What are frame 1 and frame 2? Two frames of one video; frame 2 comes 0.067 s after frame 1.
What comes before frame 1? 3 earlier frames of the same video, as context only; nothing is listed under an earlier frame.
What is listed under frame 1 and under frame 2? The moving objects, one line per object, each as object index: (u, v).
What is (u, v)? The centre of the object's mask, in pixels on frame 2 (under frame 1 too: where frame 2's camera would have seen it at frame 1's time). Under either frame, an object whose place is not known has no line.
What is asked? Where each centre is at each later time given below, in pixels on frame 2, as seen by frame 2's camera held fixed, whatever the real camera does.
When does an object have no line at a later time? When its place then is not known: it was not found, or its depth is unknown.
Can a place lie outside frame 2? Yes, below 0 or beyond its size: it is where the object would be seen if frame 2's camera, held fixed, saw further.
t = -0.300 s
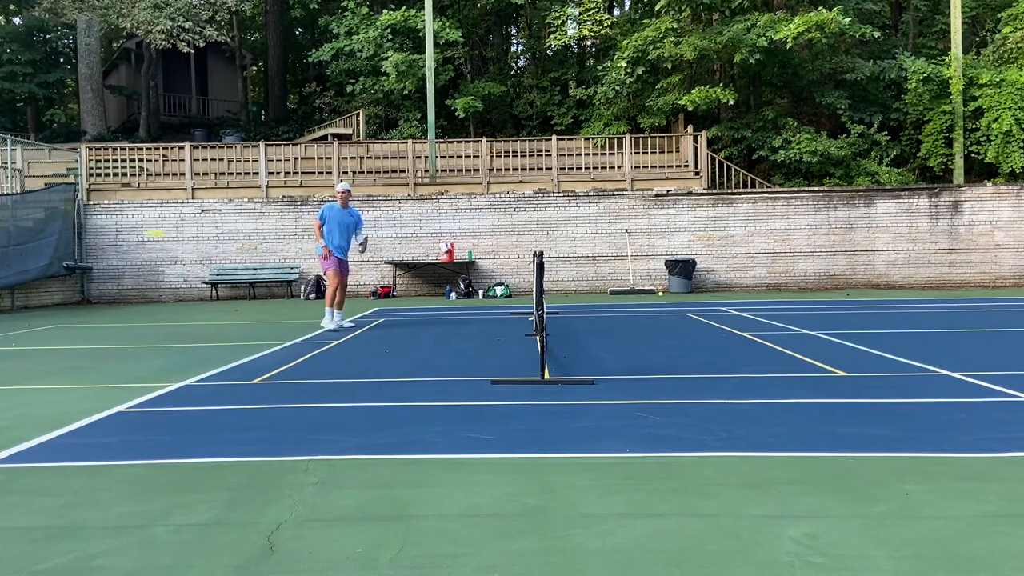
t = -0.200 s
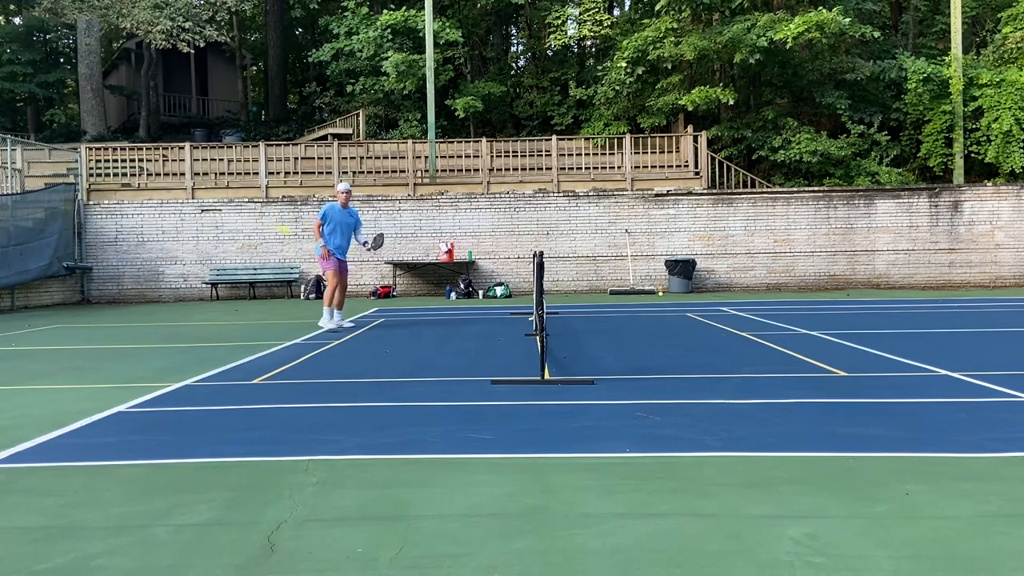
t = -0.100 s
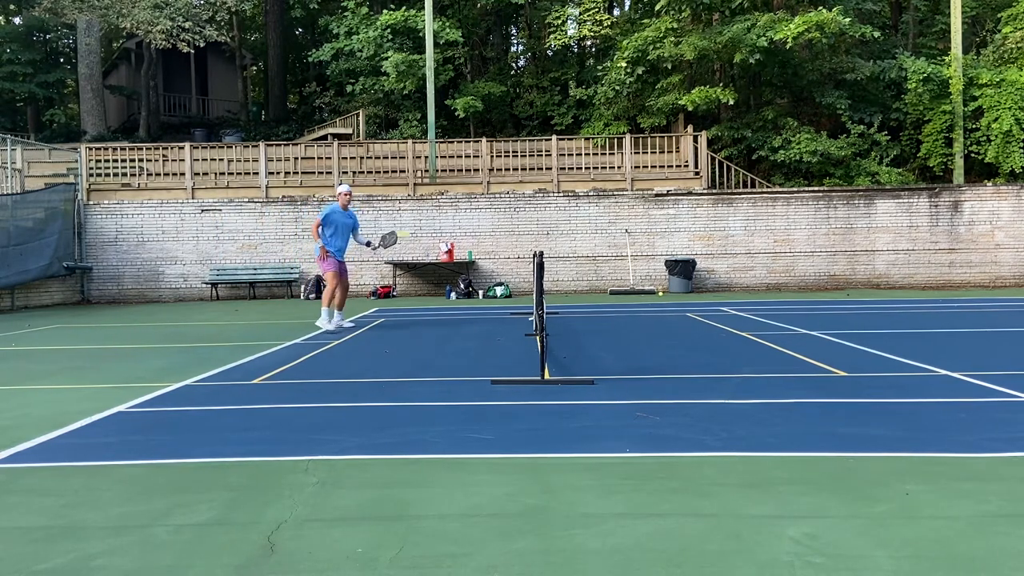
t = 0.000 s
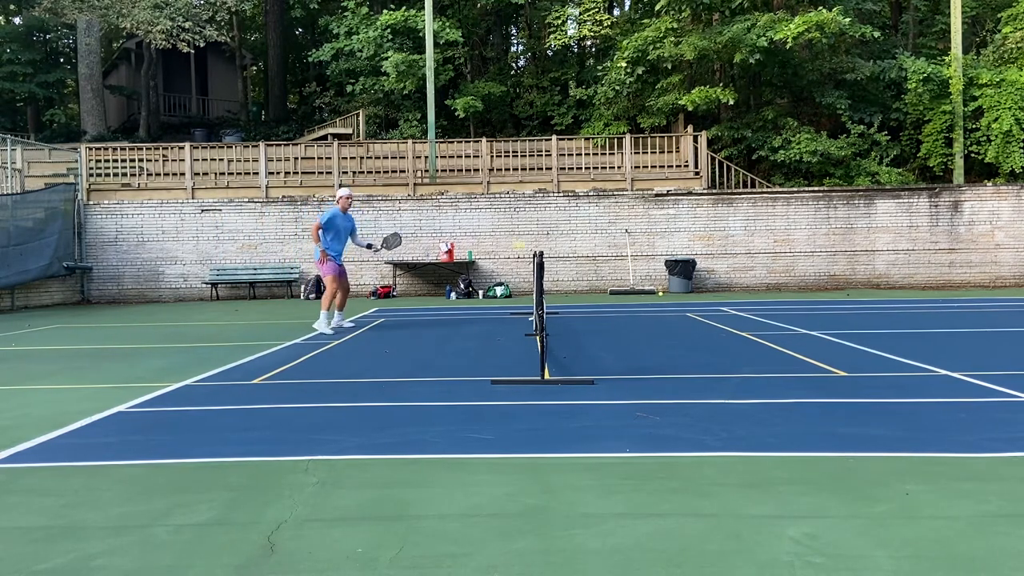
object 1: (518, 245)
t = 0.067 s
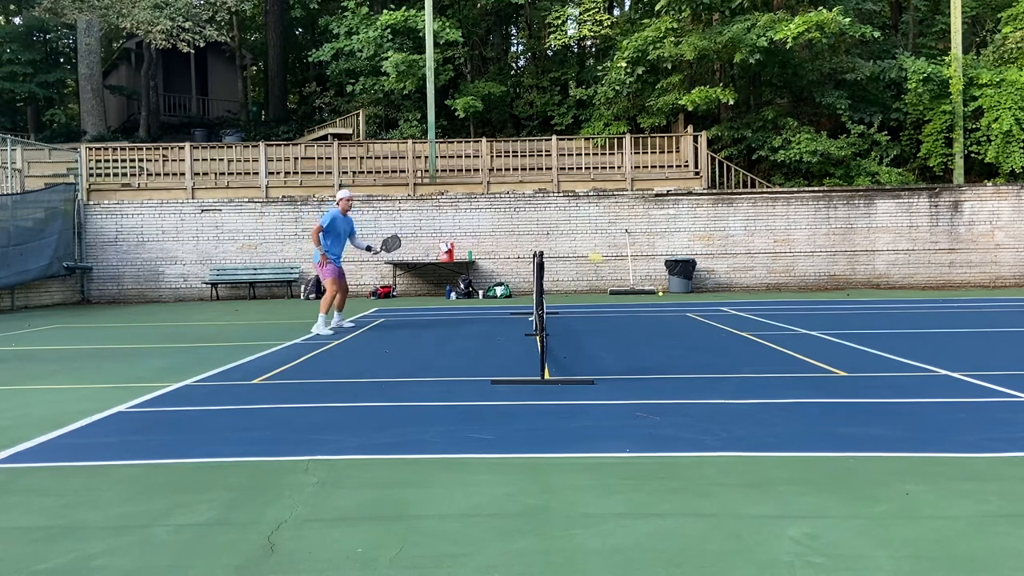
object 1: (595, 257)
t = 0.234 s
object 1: (780, 304)
